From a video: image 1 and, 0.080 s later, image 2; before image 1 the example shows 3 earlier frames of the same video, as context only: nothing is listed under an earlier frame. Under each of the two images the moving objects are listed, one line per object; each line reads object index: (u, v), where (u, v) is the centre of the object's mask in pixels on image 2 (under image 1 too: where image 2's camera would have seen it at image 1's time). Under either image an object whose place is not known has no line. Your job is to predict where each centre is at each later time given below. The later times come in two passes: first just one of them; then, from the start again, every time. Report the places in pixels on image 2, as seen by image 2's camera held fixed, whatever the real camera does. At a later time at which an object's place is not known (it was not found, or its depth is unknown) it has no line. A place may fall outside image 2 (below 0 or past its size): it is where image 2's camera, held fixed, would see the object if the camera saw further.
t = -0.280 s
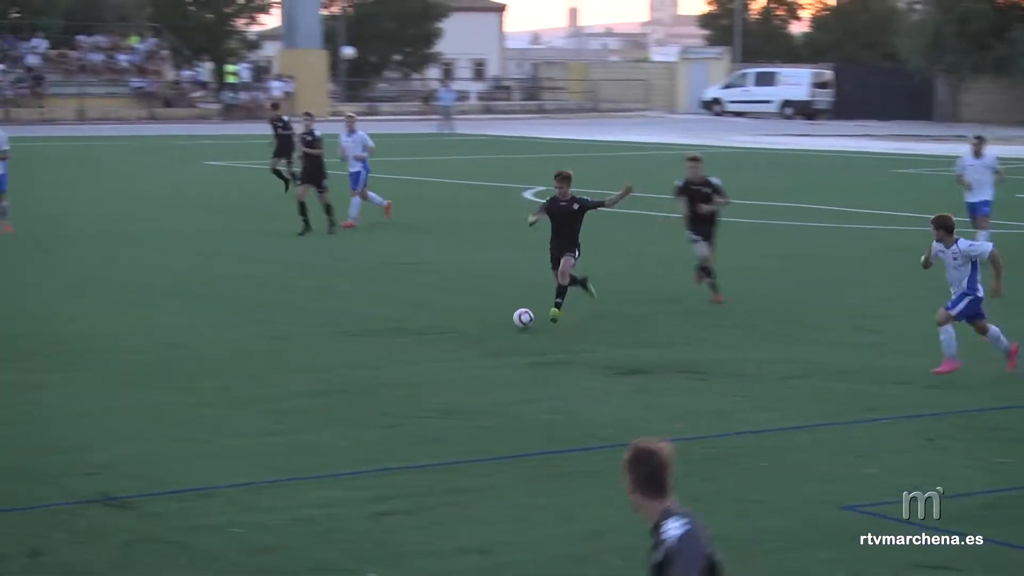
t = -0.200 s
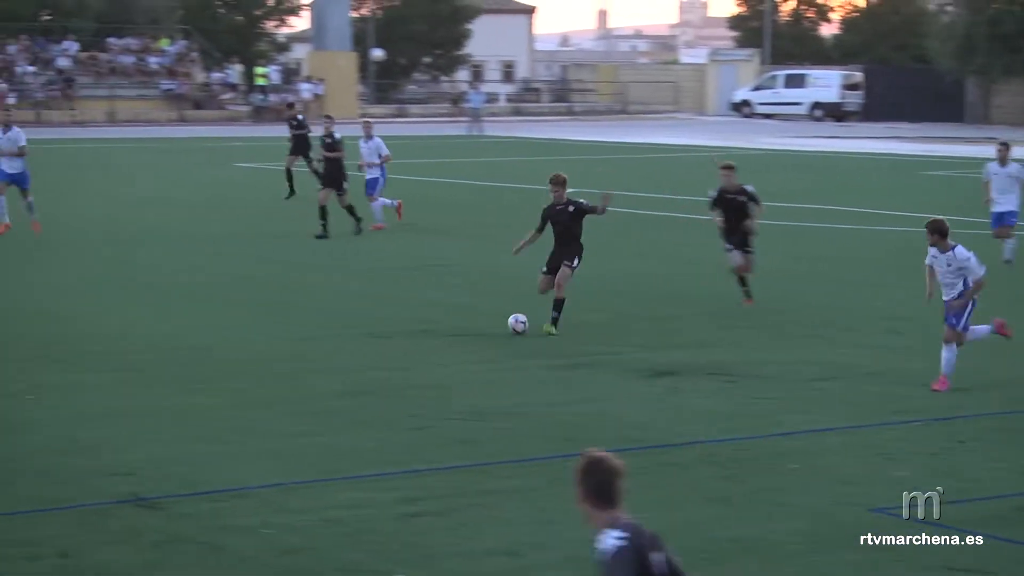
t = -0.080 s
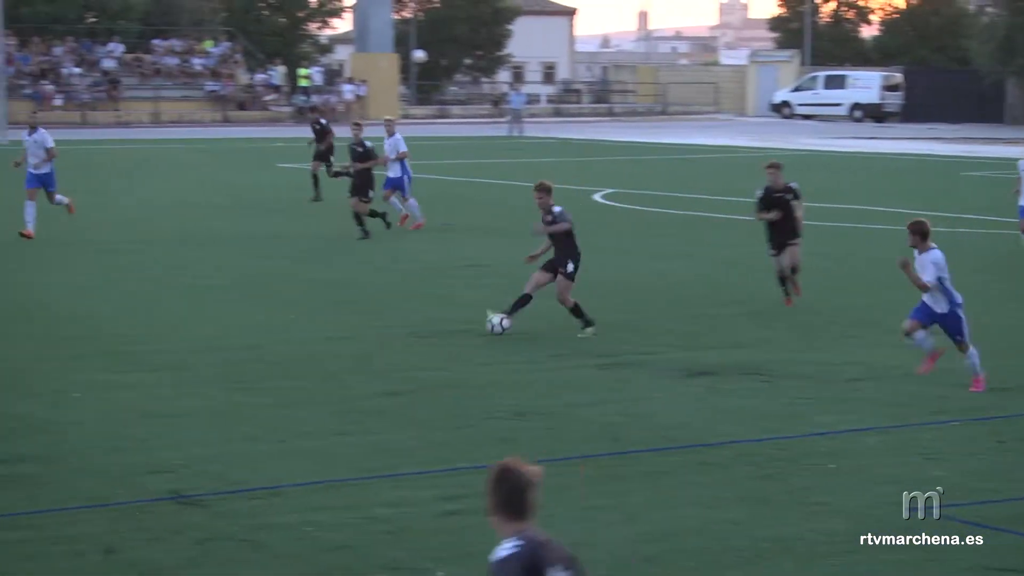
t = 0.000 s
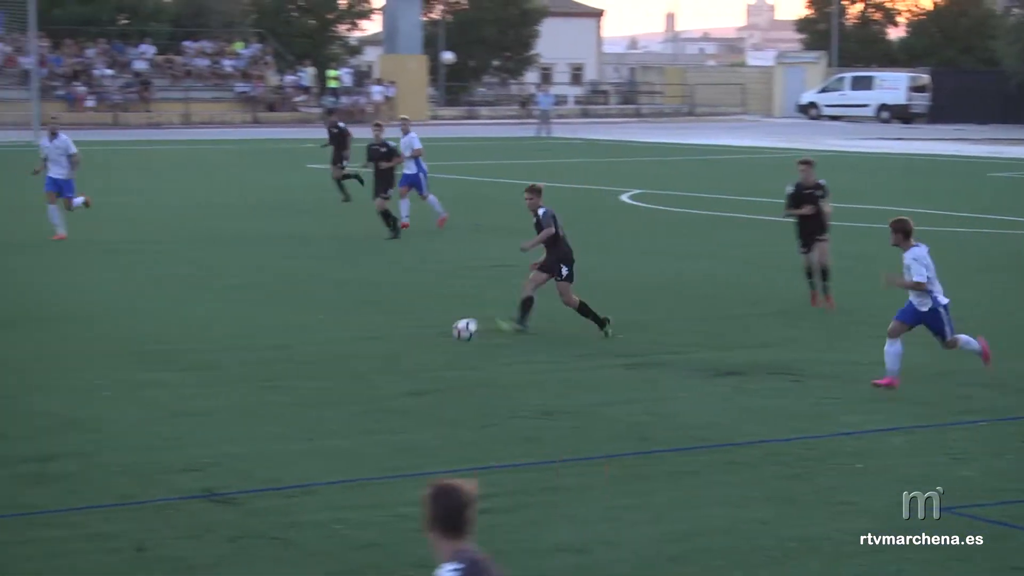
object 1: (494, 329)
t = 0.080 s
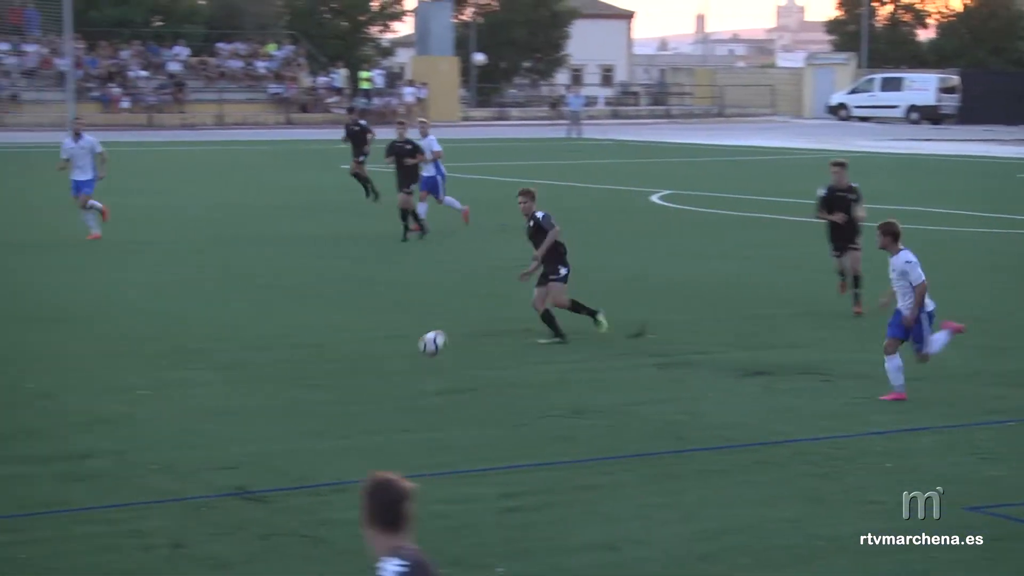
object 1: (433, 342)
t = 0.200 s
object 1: (330, 383)
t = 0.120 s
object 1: (400, 353)
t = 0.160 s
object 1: (366, 366)
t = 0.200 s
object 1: (330, 383)
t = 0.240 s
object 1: (292, 404)
